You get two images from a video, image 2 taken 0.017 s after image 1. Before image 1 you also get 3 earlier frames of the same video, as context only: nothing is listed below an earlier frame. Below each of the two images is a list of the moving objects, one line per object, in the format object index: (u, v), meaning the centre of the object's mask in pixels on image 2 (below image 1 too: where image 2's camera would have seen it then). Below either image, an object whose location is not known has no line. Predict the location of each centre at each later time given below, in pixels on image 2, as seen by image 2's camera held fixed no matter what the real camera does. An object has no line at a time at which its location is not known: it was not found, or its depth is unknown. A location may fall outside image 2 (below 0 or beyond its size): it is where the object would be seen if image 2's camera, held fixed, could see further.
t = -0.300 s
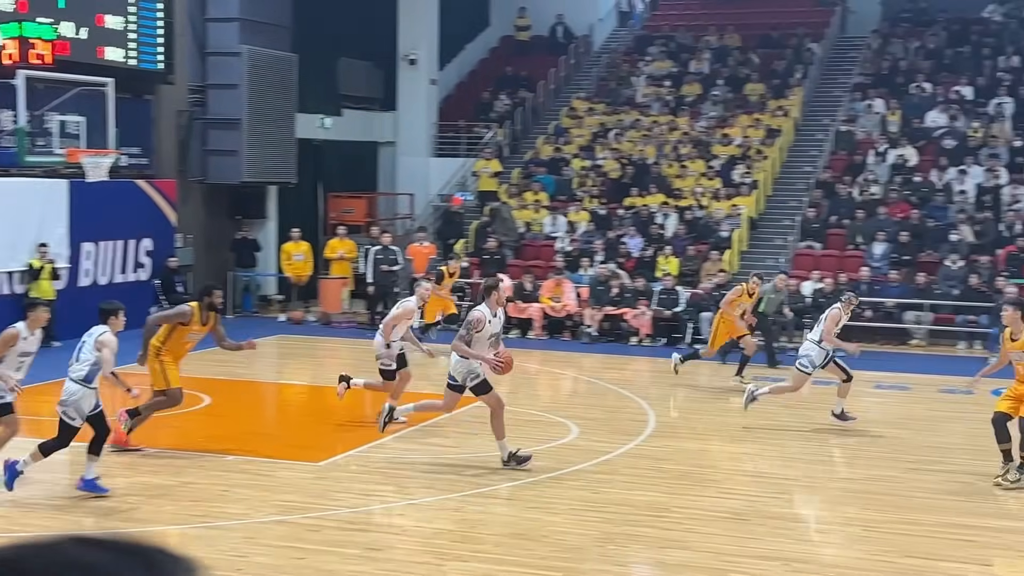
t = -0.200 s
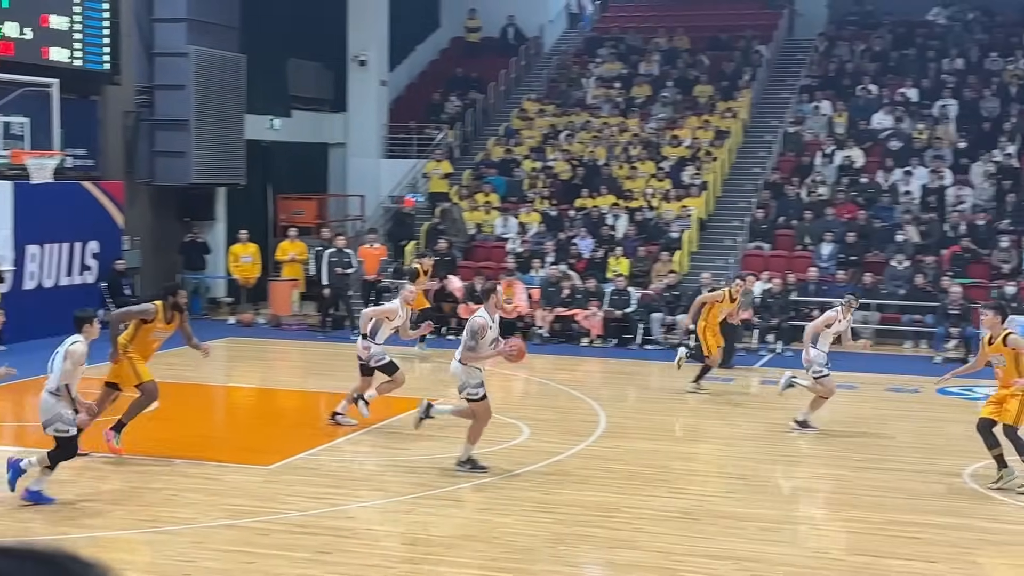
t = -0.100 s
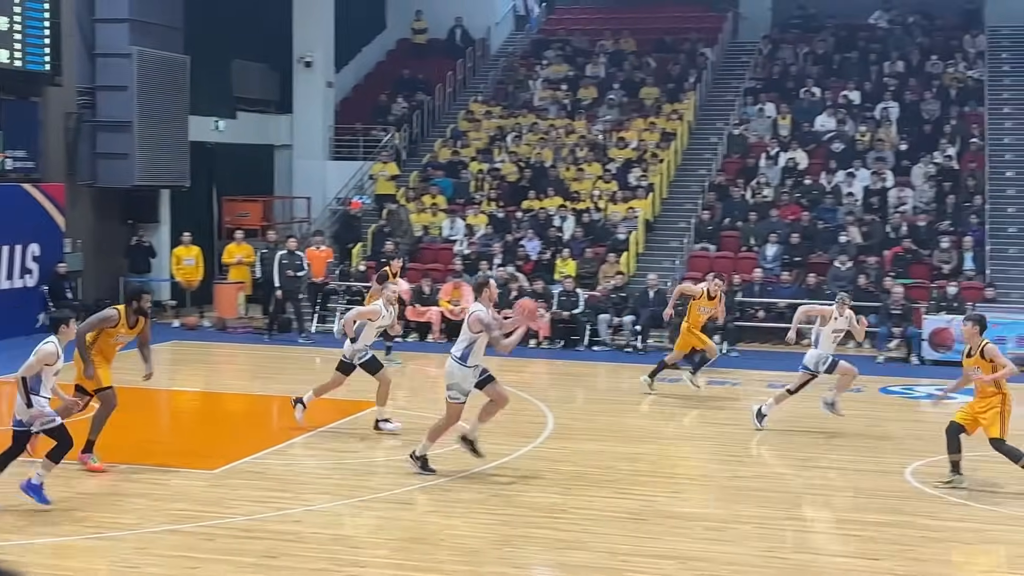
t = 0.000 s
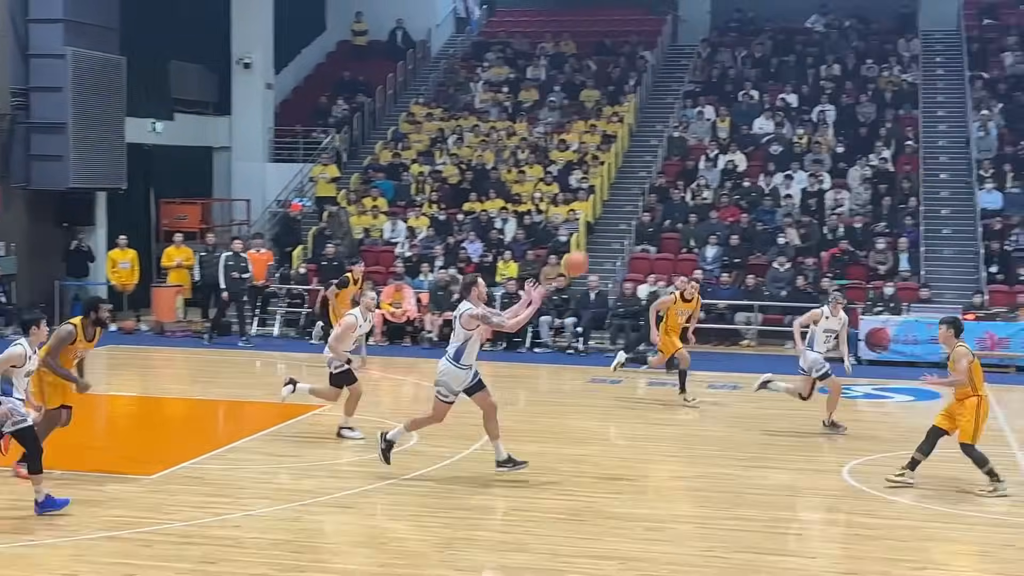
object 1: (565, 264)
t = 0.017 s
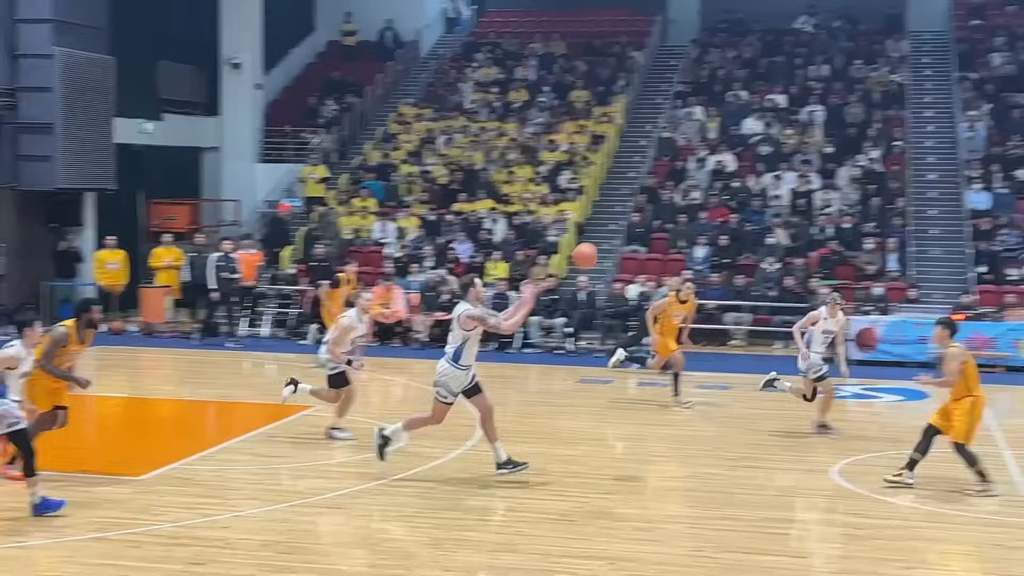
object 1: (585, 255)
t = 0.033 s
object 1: (605, 248)
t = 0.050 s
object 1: (623, 241)
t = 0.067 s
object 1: (641, 234)
